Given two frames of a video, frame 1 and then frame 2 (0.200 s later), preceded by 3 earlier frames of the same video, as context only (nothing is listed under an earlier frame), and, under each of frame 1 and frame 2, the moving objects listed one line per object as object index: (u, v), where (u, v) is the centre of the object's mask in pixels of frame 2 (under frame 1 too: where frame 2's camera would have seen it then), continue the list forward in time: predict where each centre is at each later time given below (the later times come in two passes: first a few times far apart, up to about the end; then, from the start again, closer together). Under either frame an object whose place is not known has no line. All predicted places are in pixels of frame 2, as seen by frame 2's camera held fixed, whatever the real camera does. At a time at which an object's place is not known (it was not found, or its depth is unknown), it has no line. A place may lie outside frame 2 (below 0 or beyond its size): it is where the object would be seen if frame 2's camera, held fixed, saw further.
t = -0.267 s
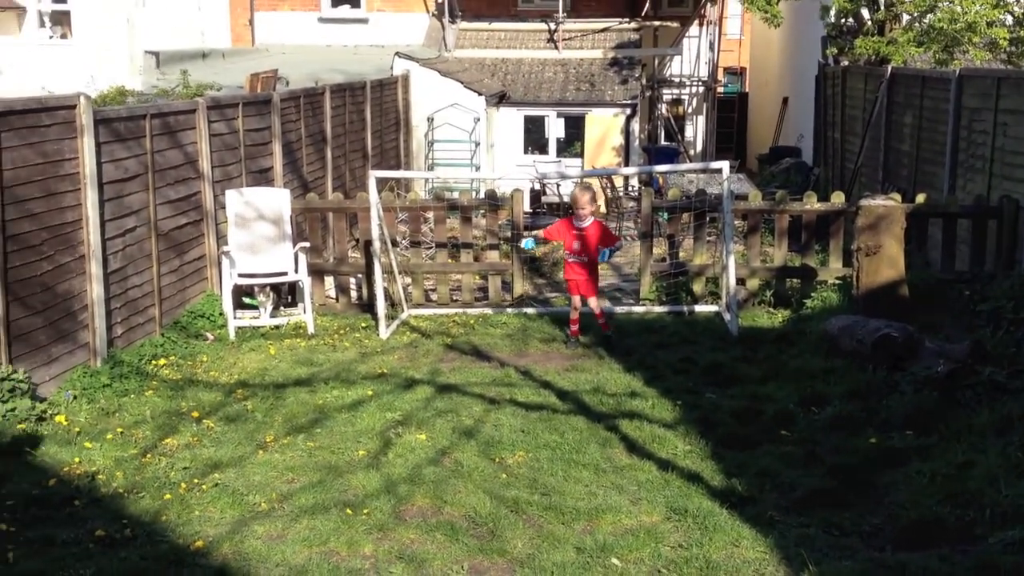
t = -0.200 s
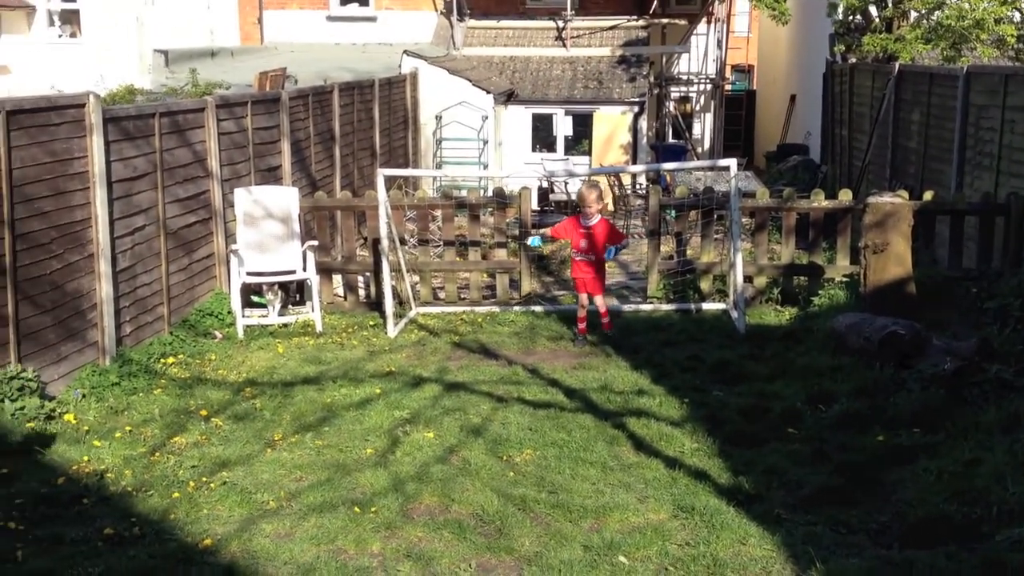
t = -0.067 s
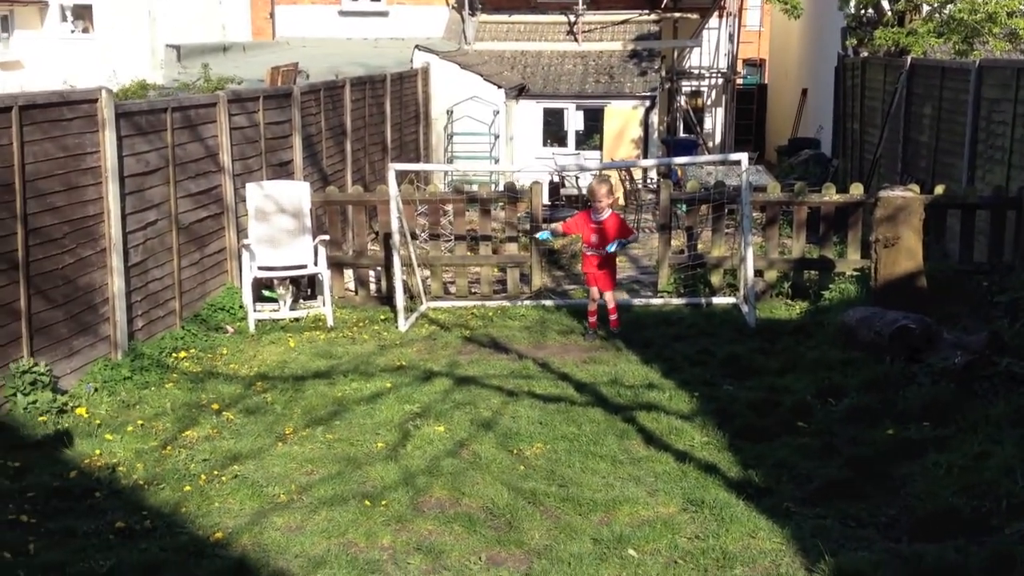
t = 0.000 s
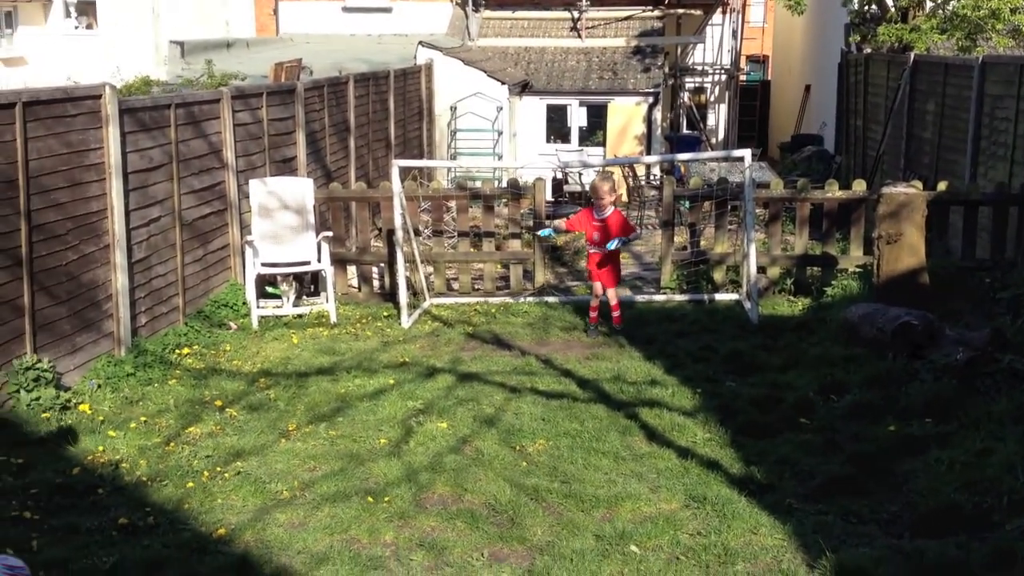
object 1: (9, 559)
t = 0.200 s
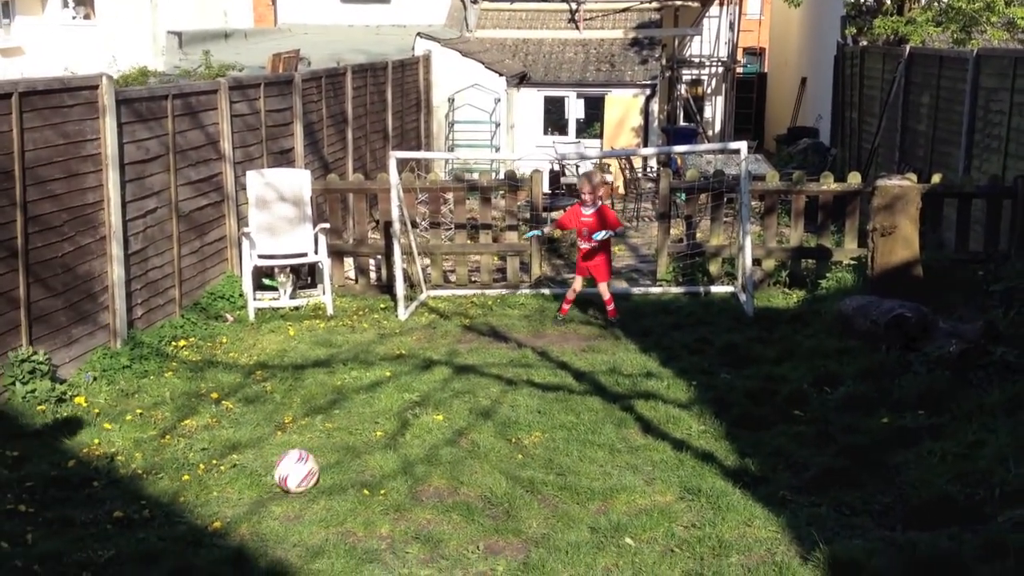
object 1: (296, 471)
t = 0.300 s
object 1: (376, 427)
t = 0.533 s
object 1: (518, 387)
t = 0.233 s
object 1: (329, 460)
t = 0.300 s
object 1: (376, 427)
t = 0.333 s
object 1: (399, 413)
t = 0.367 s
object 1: (422, 402)
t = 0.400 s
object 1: (443, 396)
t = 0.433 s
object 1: (461, 391)
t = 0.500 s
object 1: (499, 385)
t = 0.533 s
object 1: (518, 387)
